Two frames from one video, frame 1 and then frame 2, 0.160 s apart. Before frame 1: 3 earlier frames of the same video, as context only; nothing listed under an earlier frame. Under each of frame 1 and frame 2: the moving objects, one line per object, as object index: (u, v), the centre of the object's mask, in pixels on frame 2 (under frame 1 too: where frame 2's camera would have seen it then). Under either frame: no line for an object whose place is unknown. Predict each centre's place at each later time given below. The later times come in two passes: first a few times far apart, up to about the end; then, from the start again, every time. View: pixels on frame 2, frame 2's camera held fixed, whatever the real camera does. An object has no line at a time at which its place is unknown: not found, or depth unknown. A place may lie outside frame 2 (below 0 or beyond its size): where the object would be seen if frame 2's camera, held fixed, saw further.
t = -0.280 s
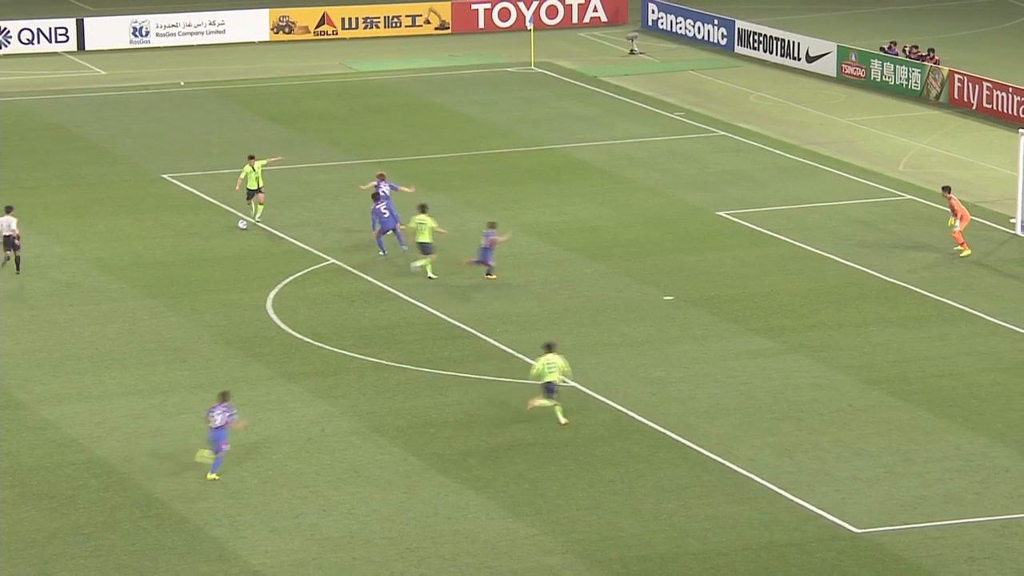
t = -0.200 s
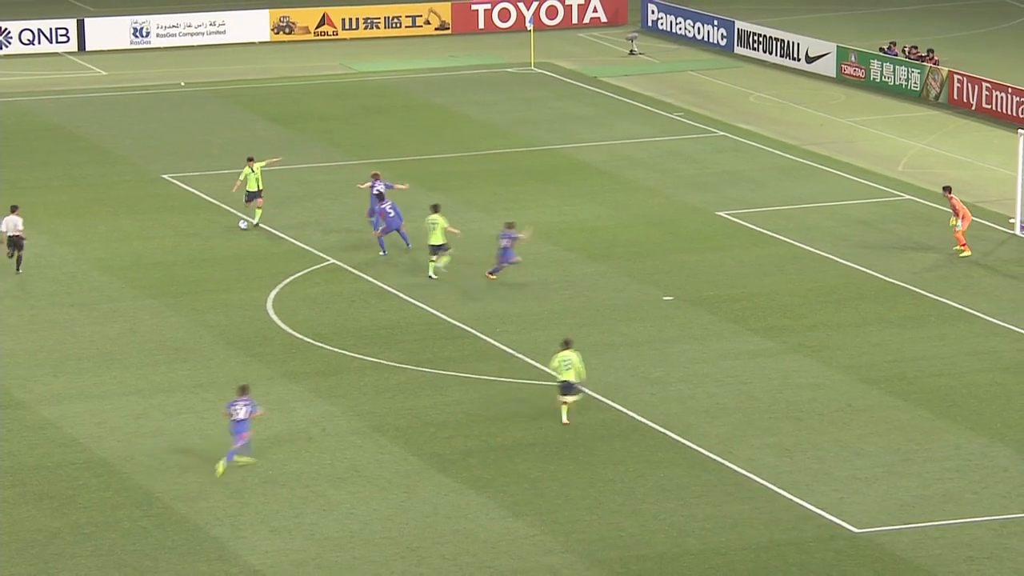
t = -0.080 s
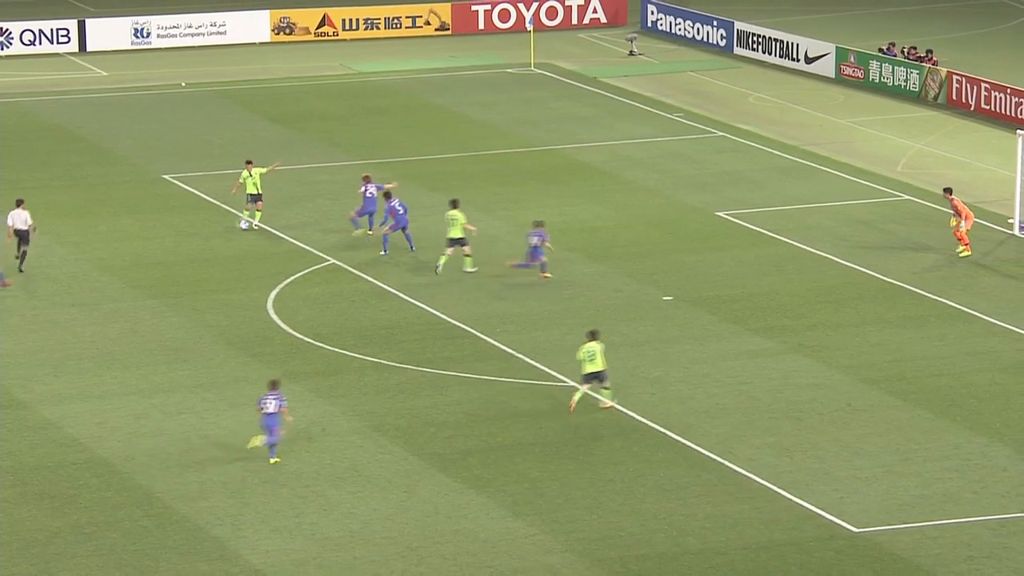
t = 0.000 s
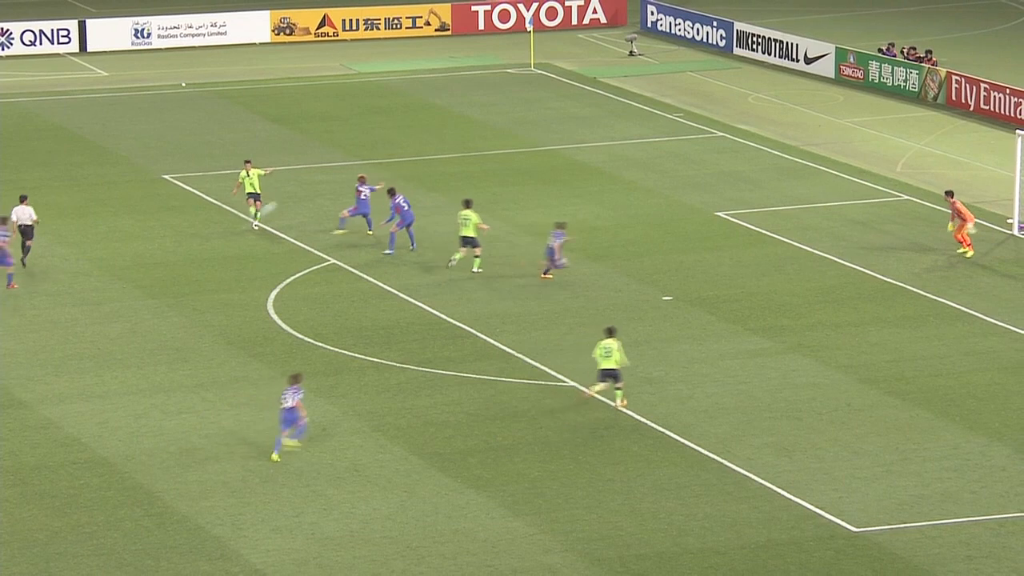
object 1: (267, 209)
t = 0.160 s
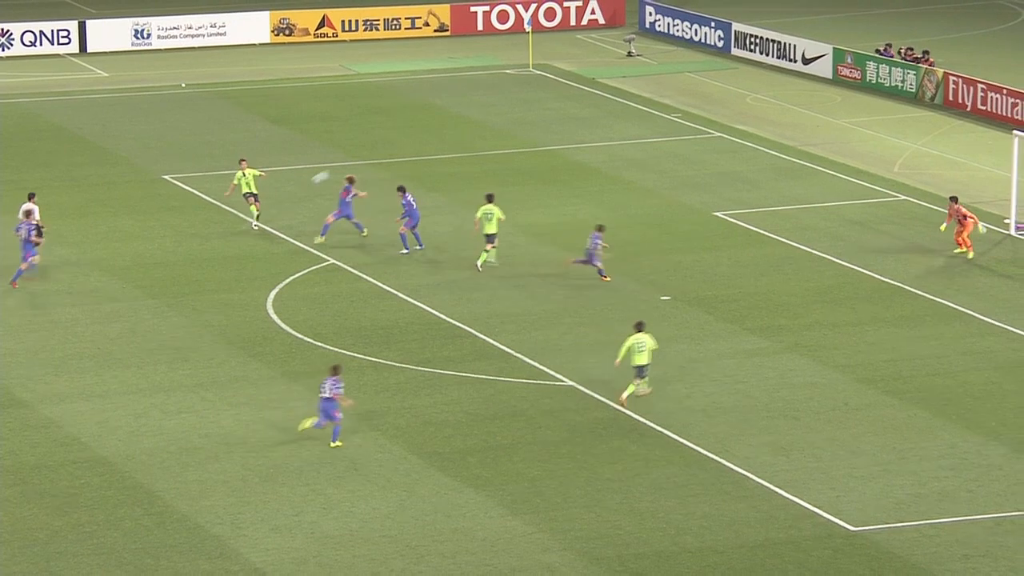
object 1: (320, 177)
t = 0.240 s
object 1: (347, 164)
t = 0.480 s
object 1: (433, 136)
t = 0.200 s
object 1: (334, 170)
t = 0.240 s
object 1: (347, 164)
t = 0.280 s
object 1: (362, 158)
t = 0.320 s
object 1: (376, 152)
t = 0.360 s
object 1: (390, 147)
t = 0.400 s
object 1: (405, 143)
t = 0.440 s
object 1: (419, 140)
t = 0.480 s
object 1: (433, 136)
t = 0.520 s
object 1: (449, 133)
